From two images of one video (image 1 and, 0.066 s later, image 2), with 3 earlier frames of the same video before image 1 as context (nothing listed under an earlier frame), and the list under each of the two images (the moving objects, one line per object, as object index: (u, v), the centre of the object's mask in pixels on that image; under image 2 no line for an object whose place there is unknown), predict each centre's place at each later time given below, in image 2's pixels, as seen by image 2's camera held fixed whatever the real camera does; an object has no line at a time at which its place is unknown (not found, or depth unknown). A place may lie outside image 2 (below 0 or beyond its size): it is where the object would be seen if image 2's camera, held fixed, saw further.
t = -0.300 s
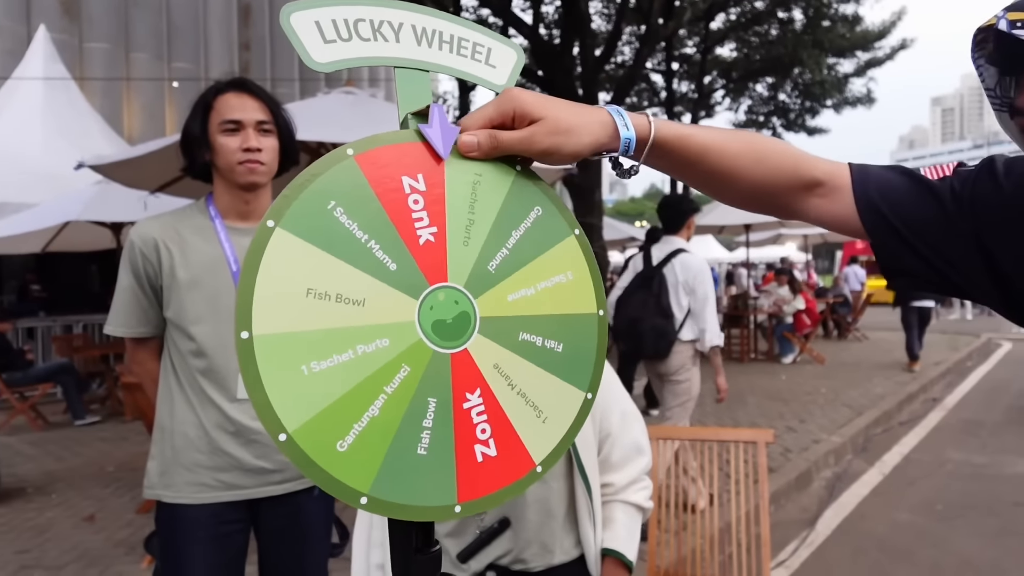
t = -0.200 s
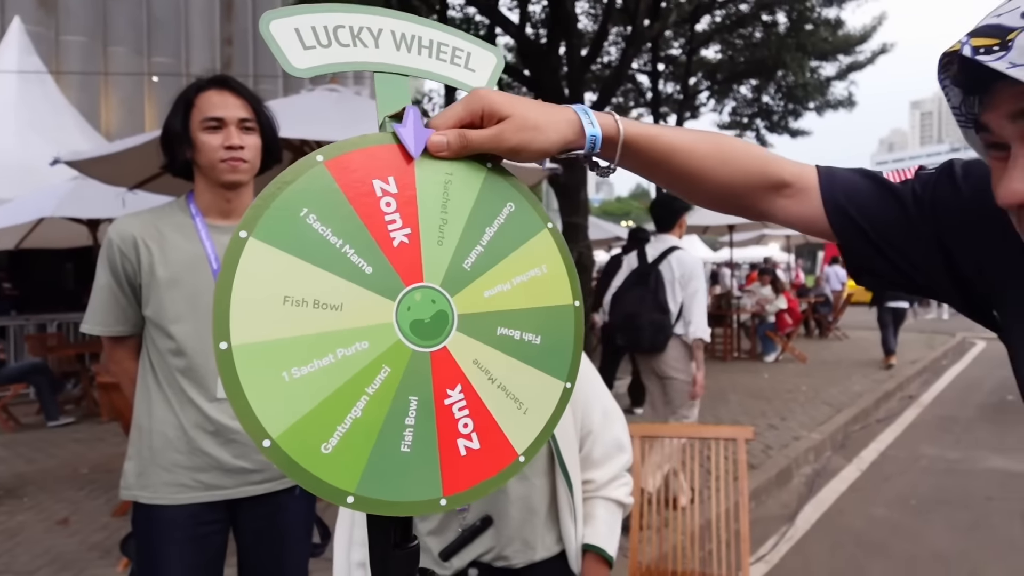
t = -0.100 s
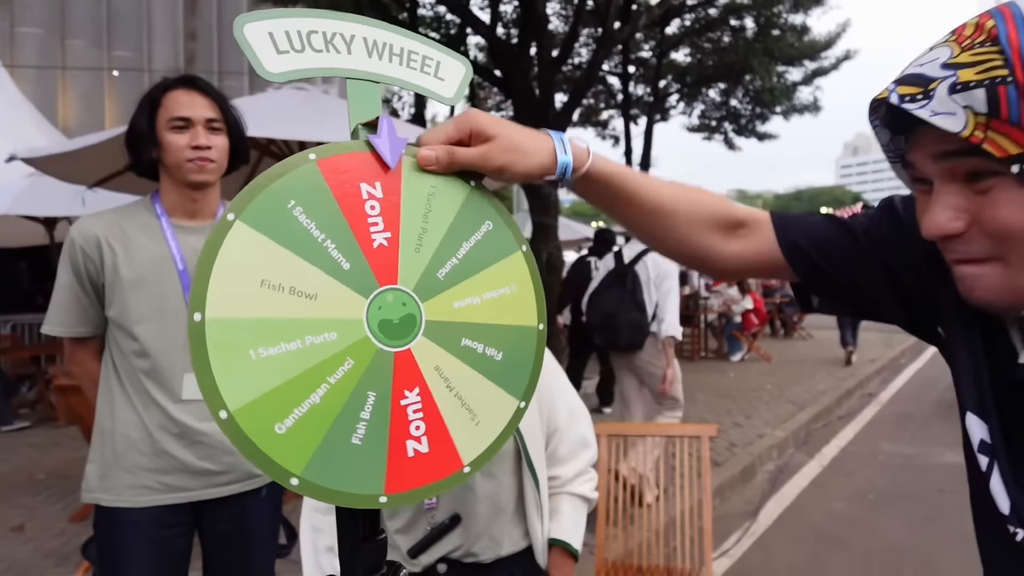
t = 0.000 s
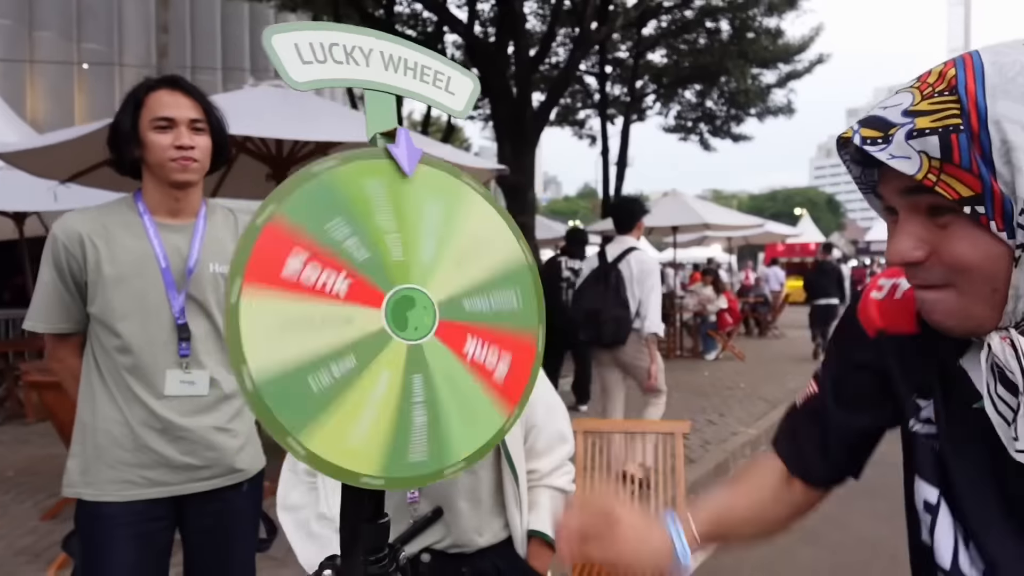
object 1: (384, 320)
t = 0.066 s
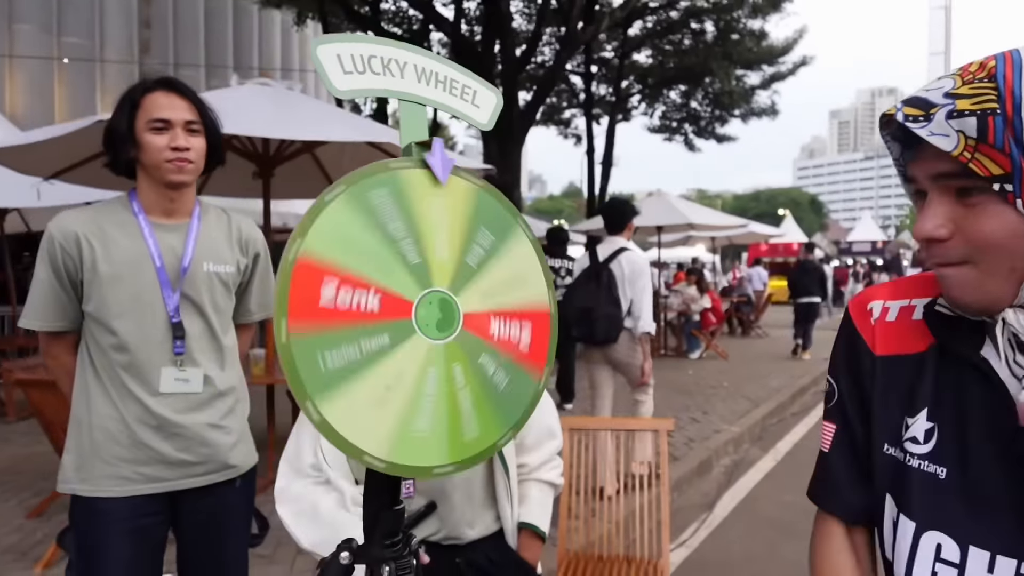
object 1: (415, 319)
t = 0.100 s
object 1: (422, 318)
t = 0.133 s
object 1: (434, 317)
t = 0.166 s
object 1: (443, 315)
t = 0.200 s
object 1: (448, 315)
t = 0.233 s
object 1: (453, 314)
